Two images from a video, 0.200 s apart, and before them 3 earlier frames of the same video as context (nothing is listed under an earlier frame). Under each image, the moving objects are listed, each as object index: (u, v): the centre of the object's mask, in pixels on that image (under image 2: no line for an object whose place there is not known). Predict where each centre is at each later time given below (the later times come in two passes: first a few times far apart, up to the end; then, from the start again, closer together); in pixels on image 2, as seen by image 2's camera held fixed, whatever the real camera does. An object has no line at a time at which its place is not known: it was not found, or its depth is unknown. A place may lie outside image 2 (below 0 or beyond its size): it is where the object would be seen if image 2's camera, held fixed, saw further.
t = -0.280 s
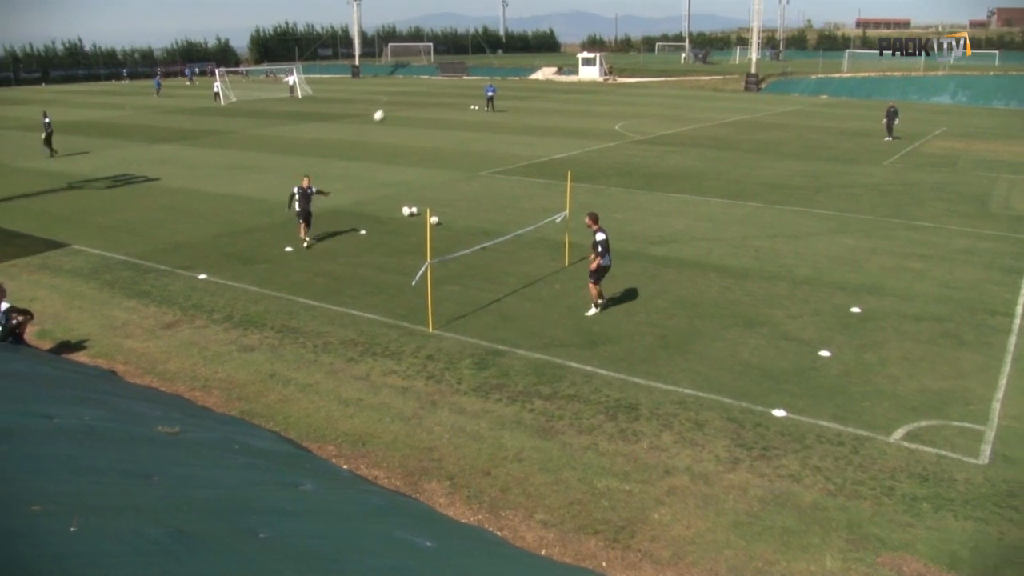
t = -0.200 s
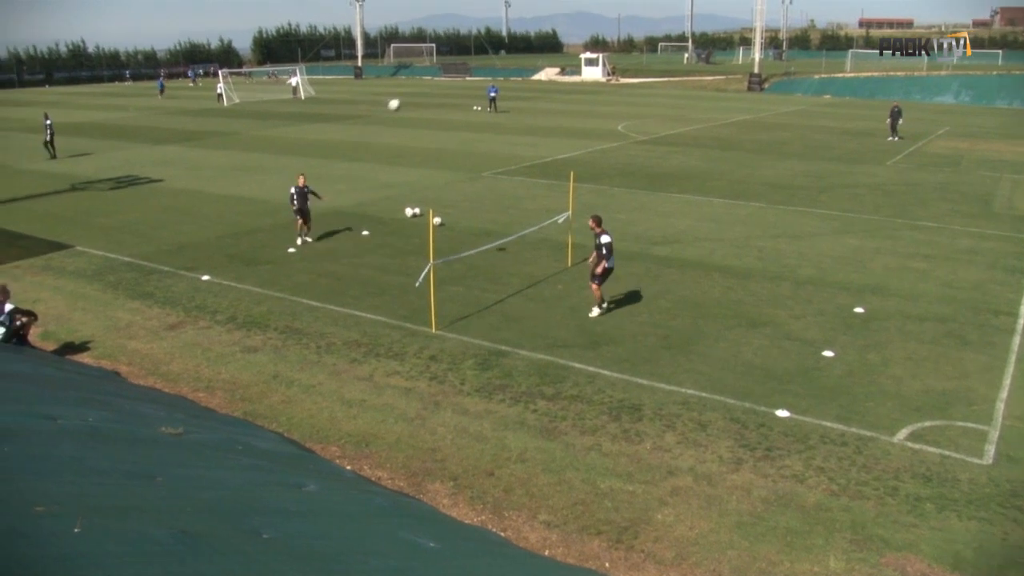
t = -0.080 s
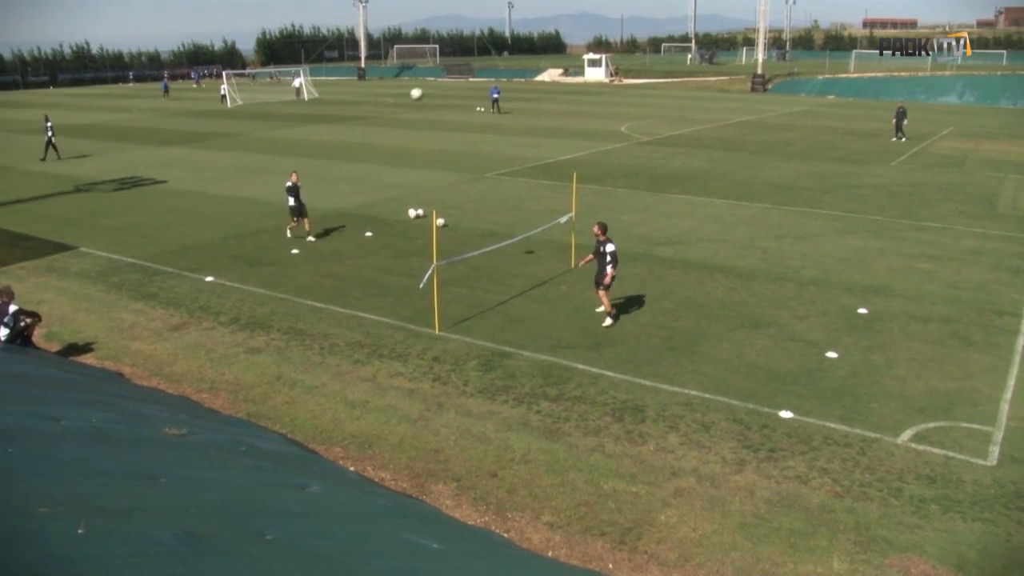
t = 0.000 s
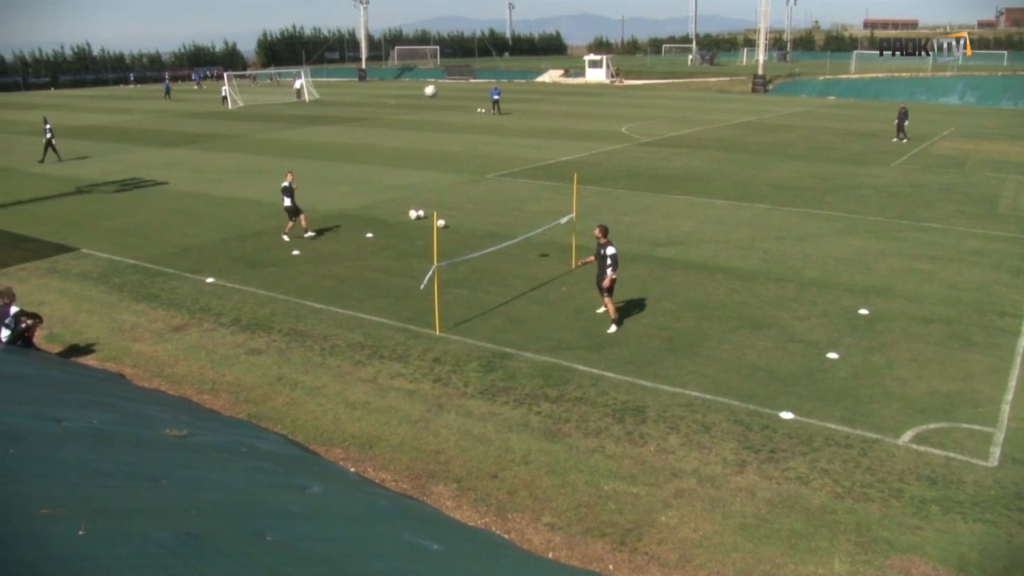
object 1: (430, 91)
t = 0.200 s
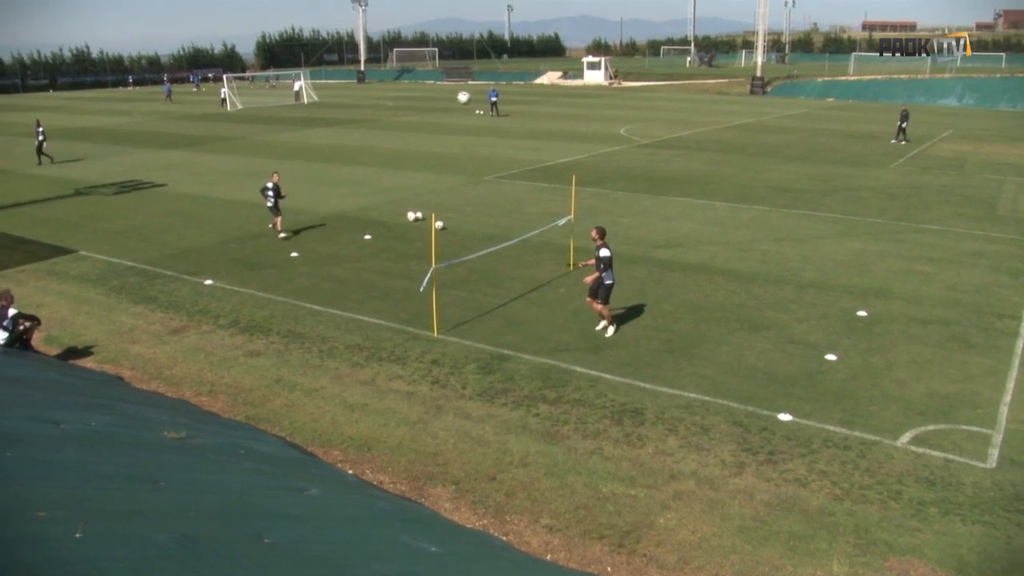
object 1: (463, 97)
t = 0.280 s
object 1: (477, 106)
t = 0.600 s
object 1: (538, 179)
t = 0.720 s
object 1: (562, 223)
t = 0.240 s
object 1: (470, 101)
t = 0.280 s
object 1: (477, 106)
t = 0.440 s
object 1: (507, 133)
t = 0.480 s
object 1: (515, 143)
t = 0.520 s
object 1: (522, 154)
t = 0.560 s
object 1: (530, 166)
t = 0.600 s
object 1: (538, 179)
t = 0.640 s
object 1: (546, 192)
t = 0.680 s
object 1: (554, 206)
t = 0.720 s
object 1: (562, 223)
